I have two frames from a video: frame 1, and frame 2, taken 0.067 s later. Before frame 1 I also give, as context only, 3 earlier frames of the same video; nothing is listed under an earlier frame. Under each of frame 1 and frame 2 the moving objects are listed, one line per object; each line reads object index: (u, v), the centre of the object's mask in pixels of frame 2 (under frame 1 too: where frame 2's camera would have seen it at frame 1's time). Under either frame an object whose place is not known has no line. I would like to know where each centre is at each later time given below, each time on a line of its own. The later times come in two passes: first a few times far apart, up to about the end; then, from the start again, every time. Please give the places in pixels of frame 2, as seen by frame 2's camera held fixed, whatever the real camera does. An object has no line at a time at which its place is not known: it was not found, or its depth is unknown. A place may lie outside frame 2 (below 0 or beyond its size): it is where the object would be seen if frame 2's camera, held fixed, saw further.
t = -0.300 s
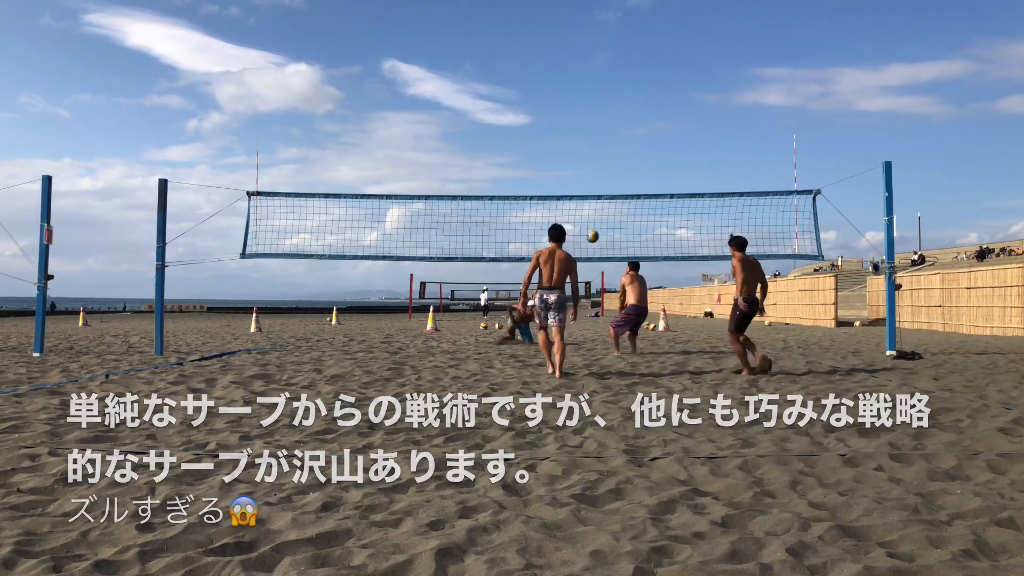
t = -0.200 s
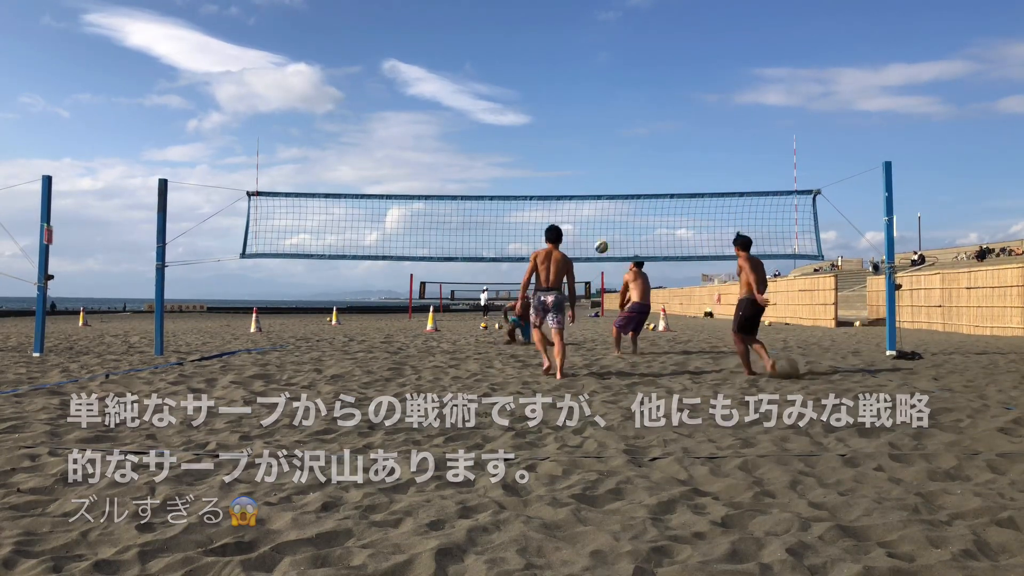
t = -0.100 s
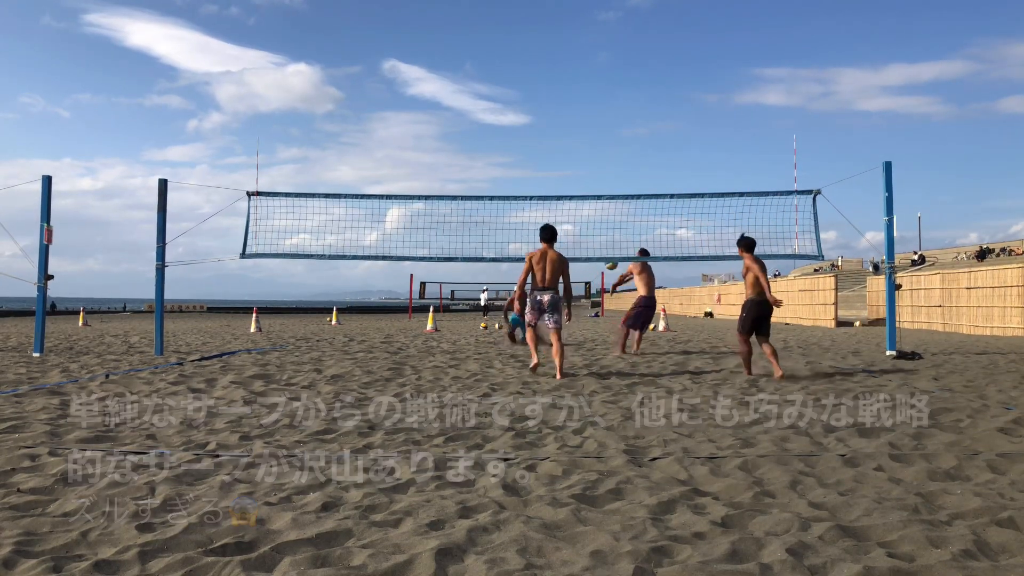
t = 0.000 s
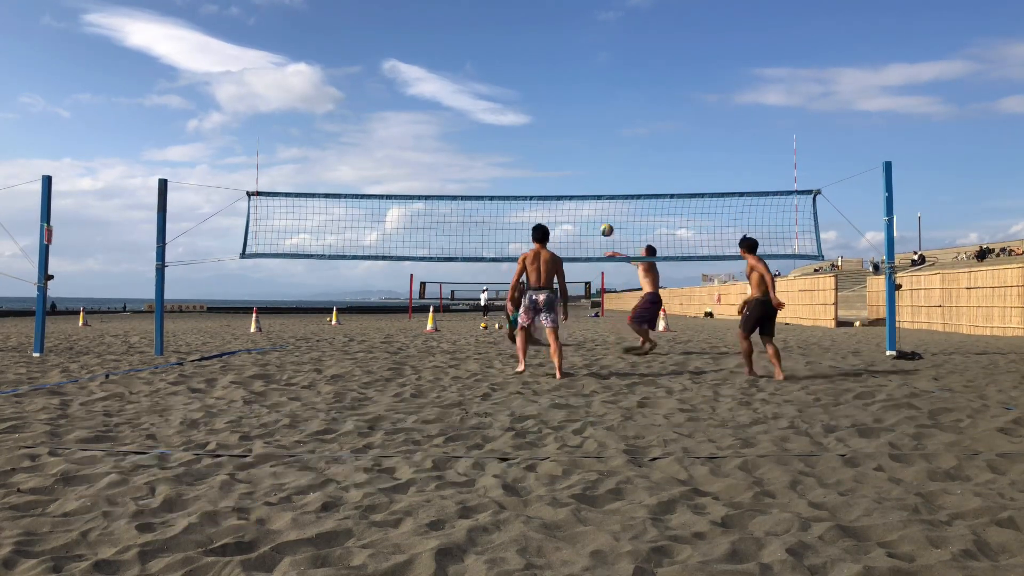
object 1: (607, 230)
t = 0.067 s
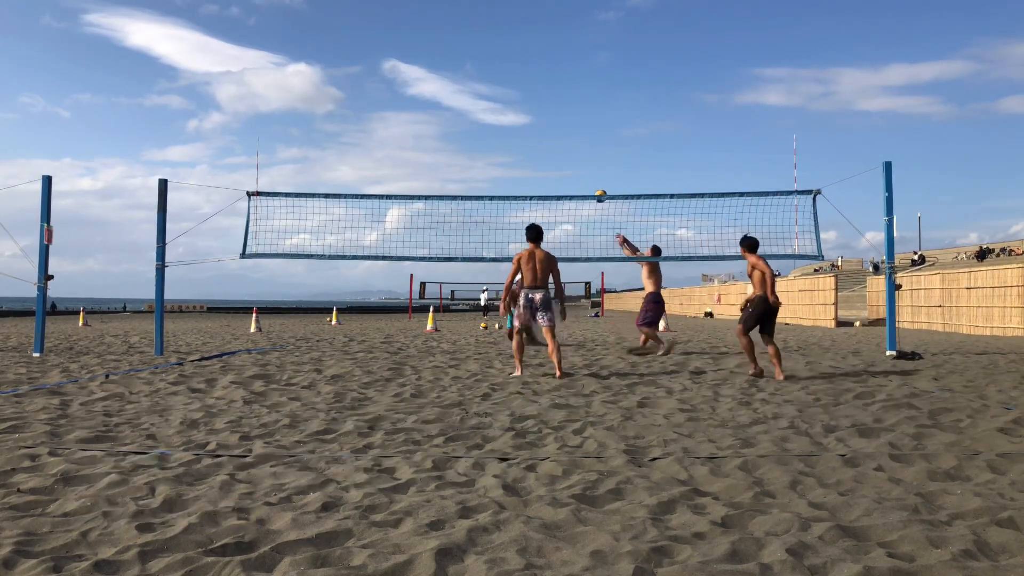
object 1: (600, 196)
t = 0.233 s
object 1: (587, 125)
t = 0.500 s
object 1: (573, 51)
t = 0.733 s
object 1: (566, 26)
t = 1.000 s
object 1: (563, 39)
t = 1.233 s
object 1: (566, 86)
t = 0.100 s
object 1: (597, 180)
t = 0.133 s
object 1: (594, 165)
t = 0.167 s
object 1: (592, 151)
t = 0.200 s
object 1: (589, 137)
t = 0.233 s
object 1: (587, 125)
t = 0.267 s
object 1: (585, 113)
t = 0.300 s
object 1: (583, 102)
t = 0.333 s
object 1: (581, 91)
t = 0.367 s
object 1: (579, 82)
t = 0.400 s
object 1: (577, 73)
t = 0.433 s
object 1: (576, 65)
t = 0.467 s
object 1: (574, 58)
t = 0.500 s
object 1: (573, 51)
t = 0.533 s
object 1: (571, 45)
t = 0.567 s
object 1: (570, 40)
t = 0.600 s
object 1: (569, 36)
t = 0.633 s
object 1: (568, 33)
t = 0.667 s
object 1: (567, 30)
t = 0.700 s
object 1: (567, 28)
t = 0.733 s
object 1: (566, 26)
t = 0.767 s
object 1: (565, 25)
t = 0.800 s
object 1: (564, 25)
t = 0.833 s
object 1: (564, 26)
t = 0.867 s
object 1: (564, 27)
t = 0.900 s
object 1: (564, 29)
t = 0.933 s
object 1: (563, 32)
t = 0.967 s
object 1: (563, 35)
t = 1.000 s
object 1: (563, 39)
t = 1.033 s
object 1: (563, 44)
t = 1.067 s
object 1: (563, 49)
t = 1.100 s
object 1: (564, 55)
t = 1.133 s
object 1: (564, 62)
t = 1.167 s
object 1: (565, 69)
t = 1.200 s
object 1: (565, 77)
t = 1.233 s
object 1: (566, 86)
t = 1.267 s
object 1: (567, 95)
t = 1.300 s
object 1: (568, 104)
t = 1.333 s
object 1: (569, 114)
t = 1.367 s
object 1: (570, 125)
